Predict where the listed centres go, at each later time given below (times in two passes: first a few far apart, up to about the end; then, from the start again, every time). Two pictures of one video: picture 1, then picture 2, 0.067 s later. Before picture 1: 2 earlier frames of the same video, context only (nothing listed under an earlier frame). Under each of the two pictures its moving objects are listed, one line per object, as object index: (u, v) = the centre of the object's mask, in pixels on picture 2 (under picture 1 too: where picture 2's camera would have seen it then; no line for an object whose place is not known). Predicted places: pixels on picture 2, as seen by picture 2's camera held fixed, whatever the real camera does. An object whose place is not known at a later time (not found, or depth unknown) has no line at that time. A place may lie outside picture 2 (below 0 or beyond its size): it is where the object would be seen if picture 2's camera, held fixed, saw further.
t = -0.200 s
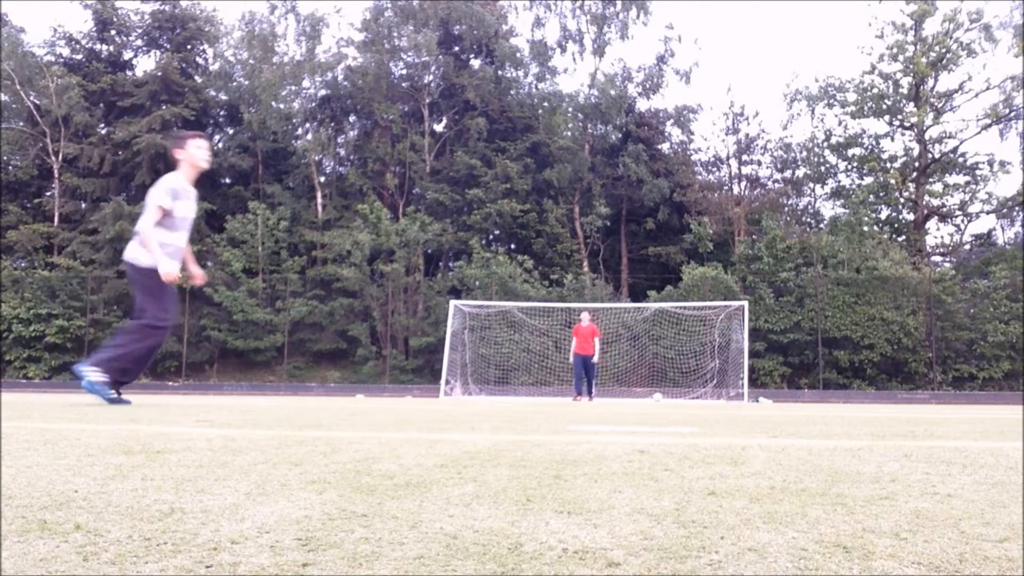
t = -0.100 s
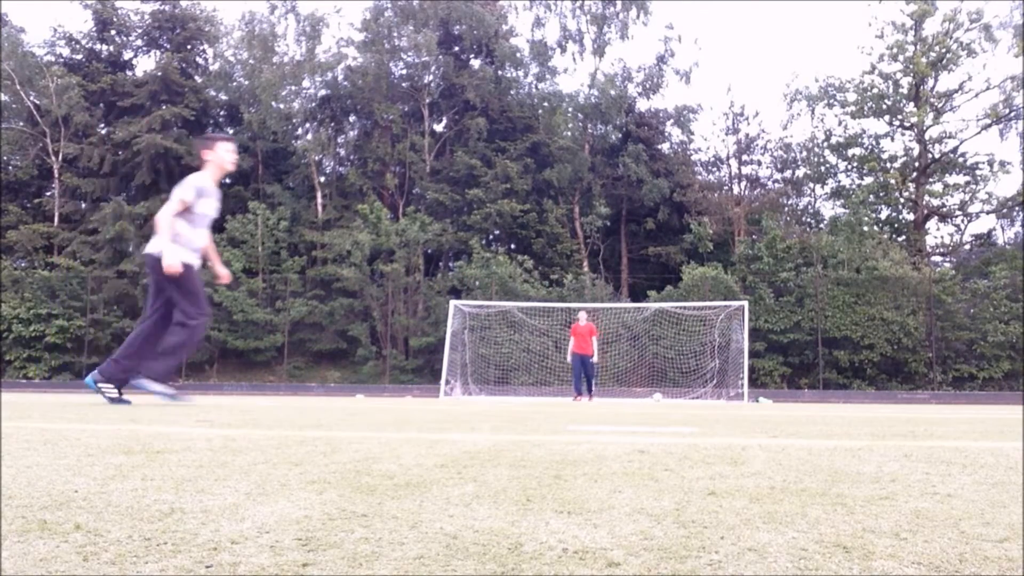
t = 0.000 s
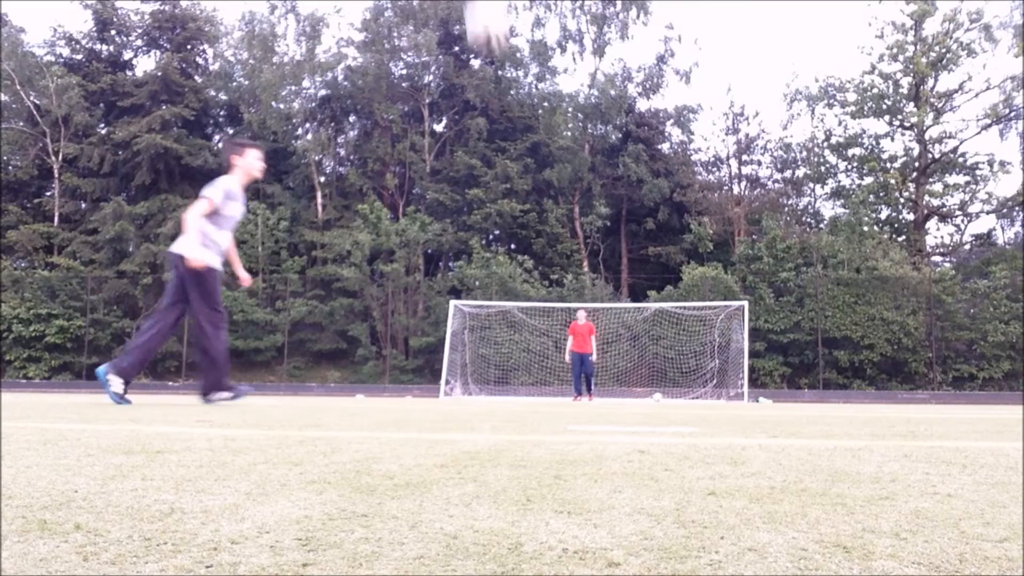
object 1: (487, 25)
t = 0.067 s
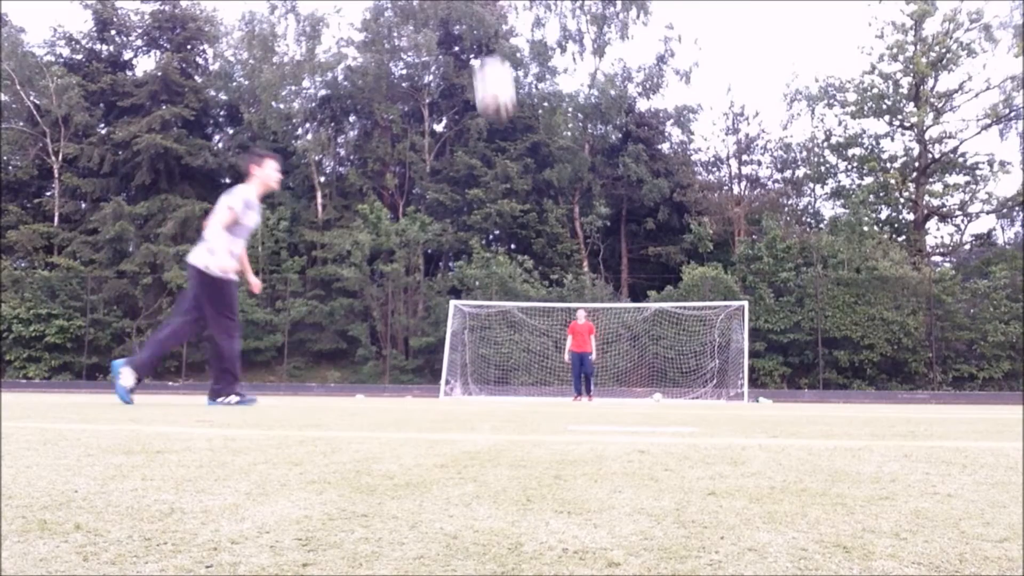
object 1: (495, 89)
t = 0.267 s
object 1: (512, 285)
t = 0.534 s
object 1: (528, 281)
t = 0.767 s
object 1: (538, 206)
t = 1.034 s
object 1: (546, 213)
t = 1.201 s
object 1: (550, 259)
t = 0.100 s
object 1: (498, 121)
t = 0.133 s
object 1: (501, 153)
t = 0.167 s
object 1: (504, 188)
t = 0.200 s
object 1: (507, 221)
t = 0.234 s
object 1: (510, 254)
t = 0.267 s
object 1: (512, 285)
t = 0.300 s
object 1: (515, 321)
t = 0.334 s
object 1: (517, 356)
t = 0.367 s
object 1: (519, 384)
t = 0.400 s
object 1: (521, 370)
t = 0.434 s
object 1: (523, 344)
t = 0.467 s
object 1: (525, 320)
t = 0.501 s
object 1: (526, 298)
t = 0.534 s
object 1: (528, 281)
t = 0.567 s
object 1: (530, 264)
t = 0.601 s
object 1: (532, 250)
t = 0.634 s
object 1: (533, 238)
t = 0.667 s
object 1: (534, 228)
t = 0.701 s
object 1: (535, 219)
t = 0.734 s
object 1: (537, 212)
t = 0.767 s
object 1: (538, 206)
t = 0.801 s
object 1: (539, 202)
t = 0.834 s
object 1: (540, 199)
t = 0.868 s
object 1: (541, 198)
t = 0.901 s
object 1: (542, 198)
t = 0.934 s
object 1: (543, 200)
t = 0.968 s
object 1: (544, 203)
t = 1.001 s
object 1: (545, 208)
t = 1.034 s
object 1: (546, 213)
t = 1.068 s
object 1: (547, 220)
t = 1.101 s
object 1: (547, 227)
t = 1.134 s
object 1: (548, 237)
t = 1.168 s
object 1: (549, 248)
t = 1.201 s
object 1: (550, 259)
